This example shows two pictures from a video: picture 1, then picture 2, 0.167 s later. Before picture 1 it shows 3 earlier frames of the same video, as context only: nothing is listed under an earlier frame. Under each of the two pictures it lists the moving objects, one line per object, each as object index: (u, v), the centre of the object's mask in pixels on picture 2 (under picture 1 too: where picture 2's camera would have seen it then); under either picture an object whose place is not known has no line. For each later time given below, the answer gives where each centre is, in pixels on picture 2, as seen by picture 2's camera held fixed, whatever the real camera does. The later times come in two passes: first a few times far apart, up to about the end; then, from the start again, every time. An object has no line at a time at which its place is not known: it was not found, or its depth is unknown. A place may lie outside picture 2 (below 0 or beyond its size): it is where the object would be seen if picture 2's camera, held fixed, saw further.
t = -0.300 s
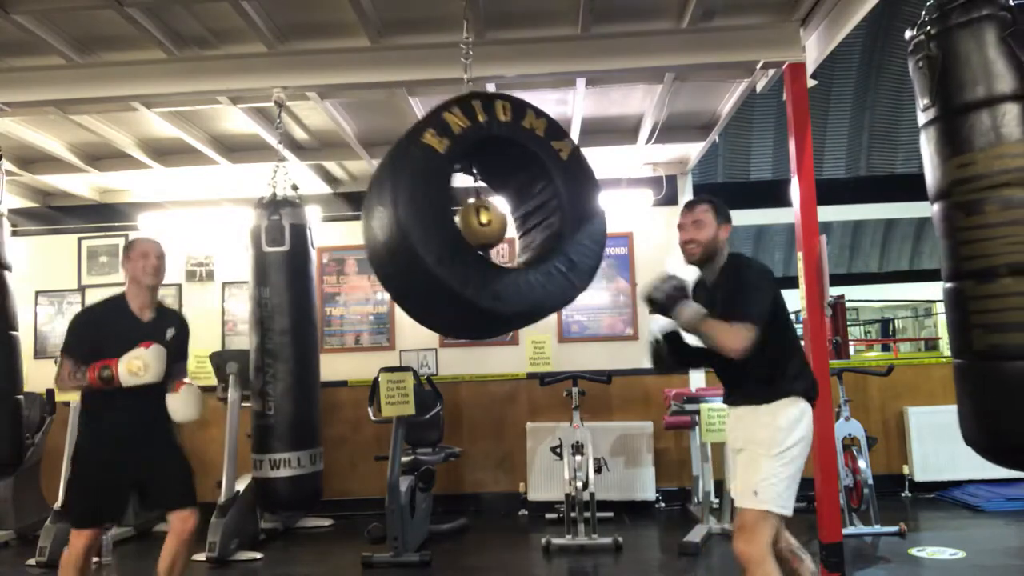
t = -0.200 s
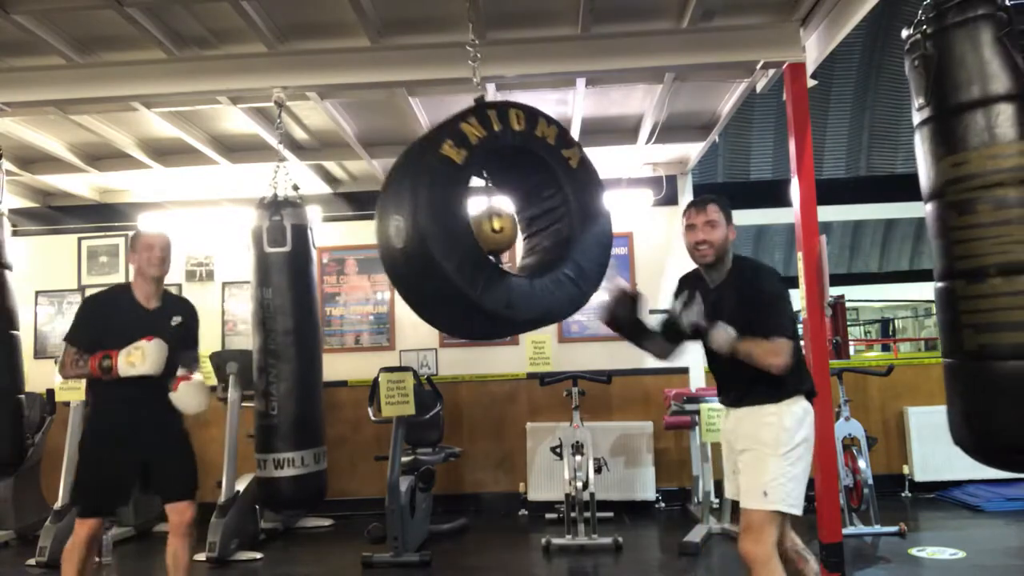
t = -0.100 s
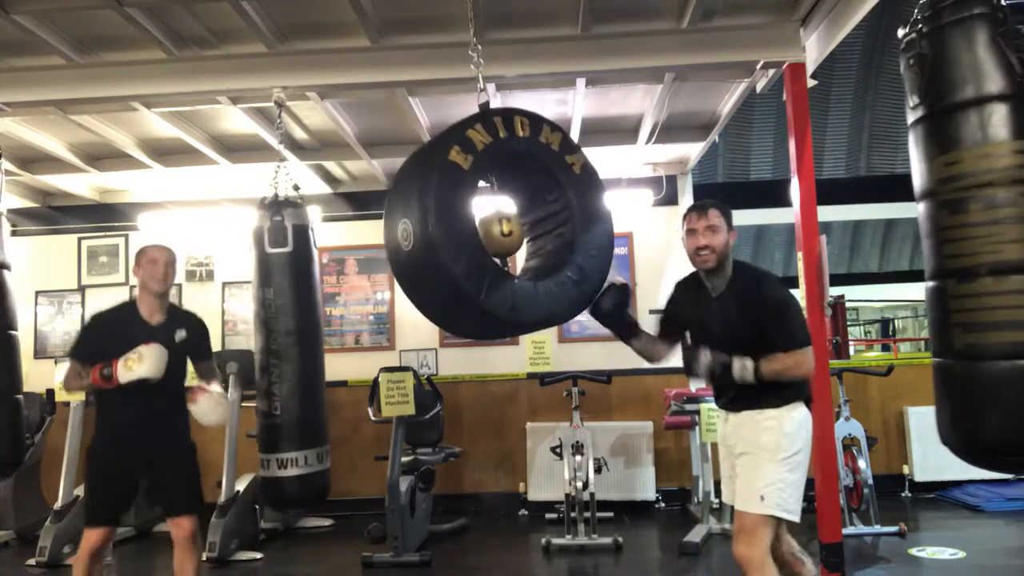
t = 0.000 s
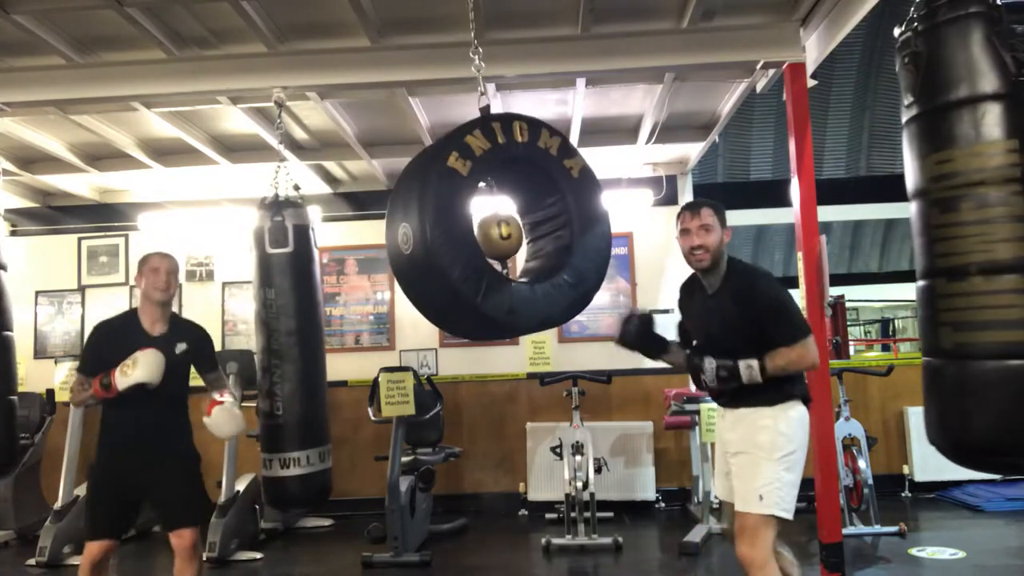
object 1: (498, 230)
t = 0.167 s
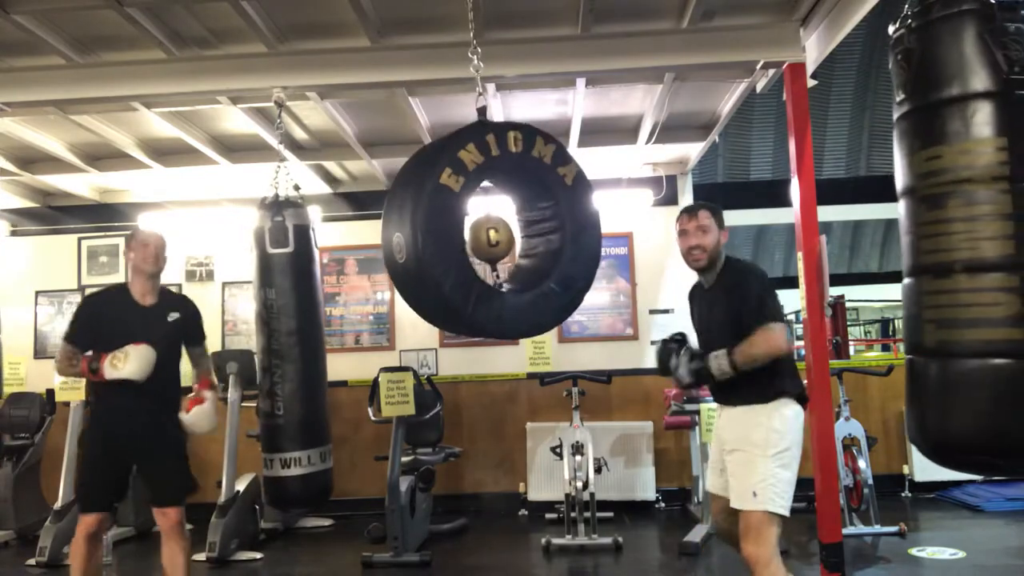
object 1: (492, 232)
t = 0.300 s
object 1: (482, 233)
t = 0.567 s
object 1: (463, 235)
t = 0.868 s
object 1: (448, 232)
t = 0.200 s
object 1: (490, 232)
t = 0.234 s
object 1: (487, 233)
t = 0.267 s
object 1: (485, 233)
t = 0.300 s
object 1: (482, 233)
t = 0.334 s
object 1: (480, 233)
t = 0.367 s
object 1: (477, 233)
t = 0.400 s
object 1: (475, 233)
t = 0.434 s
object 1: (472, 234)
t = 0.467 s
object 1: (470, 234)
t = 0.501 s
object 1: (467, 234)
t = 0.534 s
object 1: (465, 234)
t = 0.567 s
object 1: (463, 235)
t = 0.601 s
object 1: (462, 234)
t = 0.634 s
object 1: (460, 234)
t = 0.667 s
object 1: (458, 234)
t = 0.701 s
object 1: (456, 234)
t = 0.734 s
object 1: (454, 234)
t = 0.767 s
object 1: (453, 233)
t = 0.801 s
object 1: (451, 233)
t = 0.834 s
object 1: (449, 233)
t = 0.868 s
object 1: (448, 232)
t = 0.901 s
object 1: (446, 232)
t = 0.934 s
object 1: (445, 231)
